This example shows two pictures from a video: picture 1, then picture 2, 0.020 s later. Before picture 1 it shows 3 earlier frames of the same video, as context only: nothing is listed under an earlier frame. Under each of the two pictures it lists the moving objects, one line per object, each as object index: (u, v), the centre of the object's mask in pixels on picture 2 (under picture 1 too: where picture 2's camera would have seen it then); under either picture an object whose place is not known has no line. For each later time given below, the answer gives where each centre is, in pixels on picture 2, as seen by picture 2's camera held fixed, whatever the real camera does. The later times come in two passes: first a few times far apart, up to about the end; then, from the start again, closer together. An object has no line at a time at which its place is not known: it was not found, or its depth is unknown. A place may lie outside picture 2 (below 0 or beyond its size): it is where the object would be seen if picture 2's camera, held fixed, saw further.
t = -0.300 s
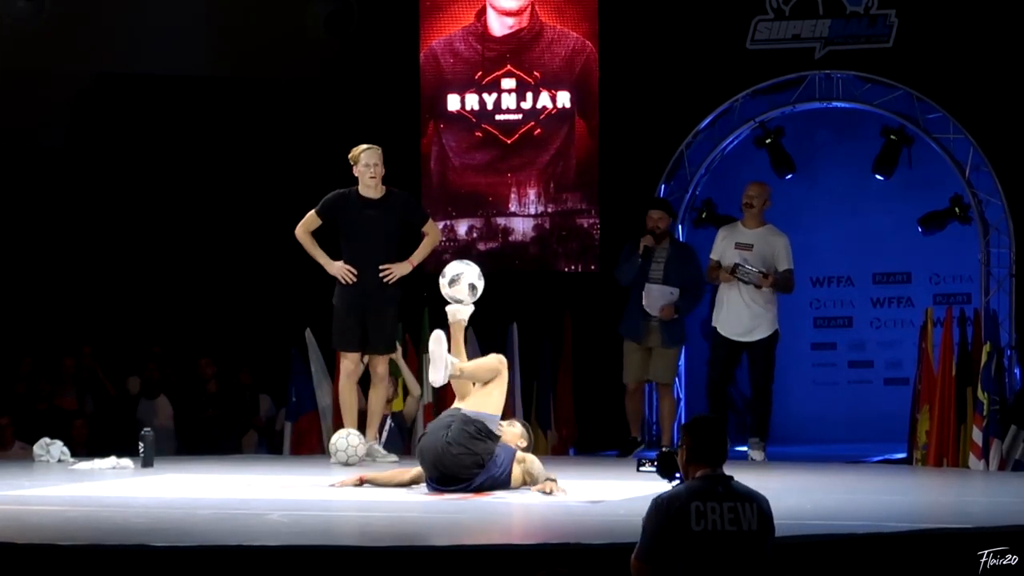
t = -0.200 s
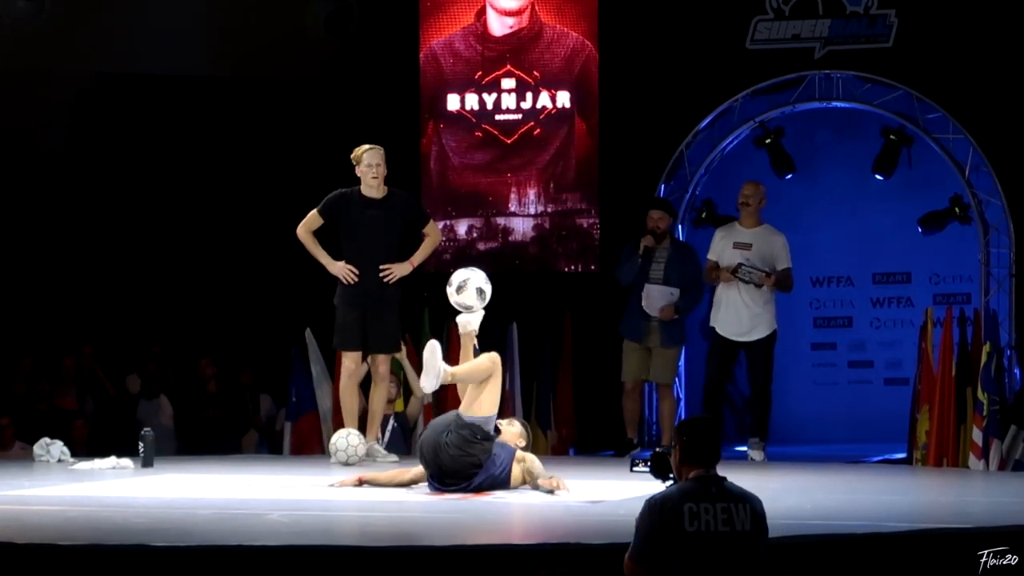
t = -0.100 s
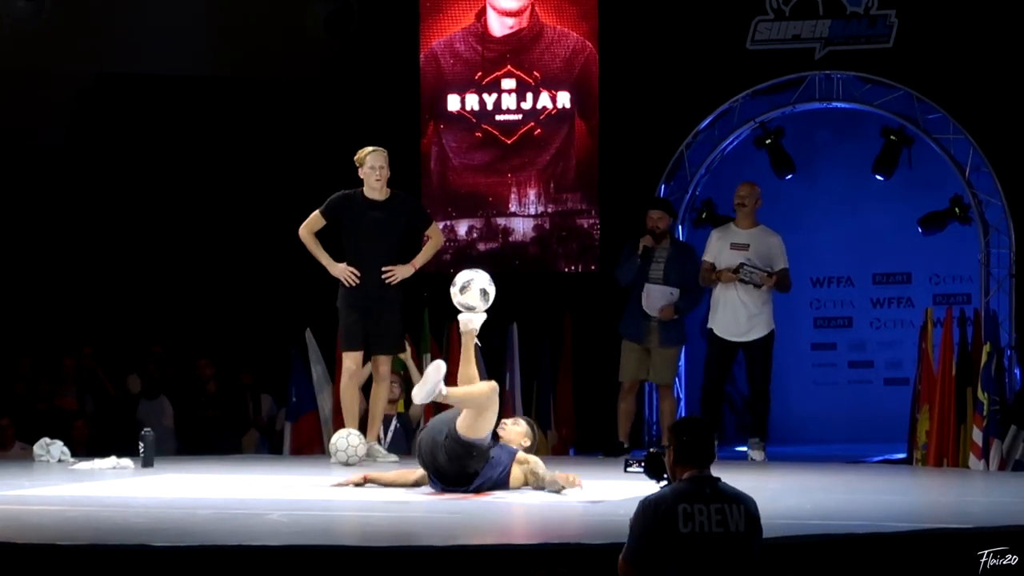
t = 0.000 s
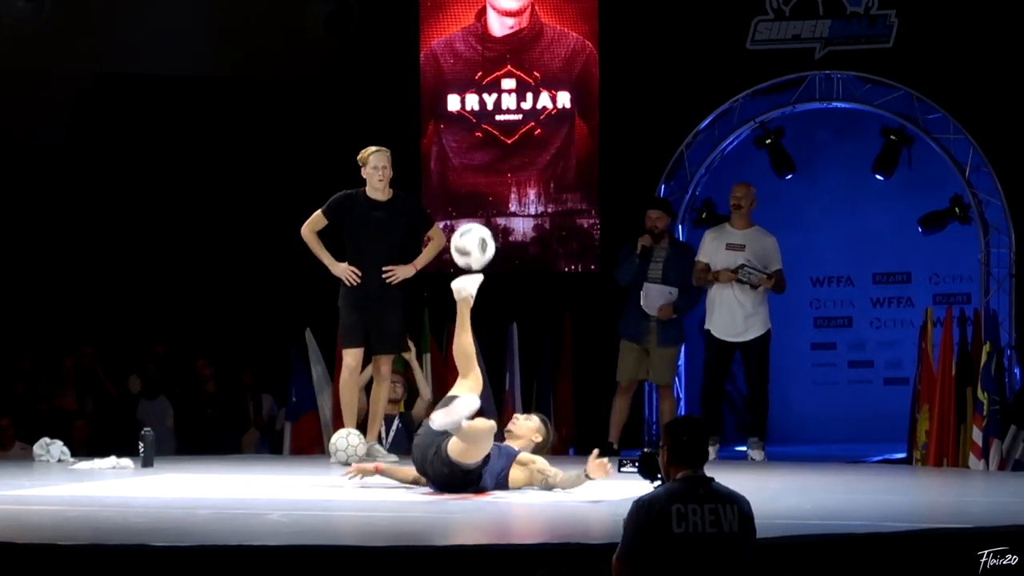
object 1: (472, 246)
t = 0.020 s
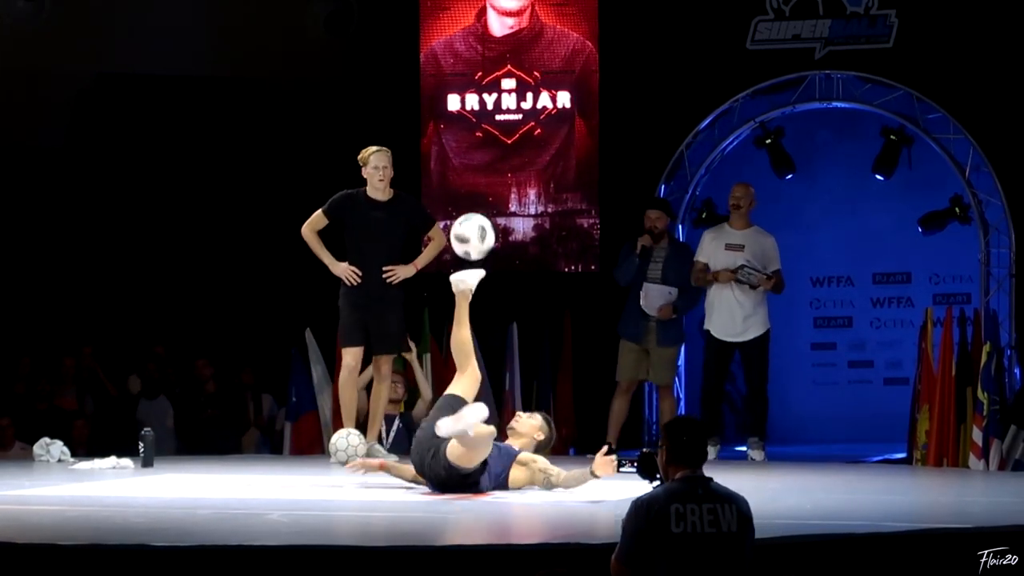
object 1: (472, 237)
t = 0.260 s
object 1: (469, 177)
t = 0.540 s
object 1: (464, 255)
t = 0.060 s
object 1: (472, 219)
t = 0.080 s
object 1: (471, 211)
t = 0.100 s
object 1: (471, 204)
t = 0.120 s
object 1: (470, 198)
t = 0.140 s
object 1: (470, 192)
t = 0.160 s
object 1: (470, 188)
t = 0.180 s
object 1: (470, 184)
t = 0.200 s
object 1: (469, 181)
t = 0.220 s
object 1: (469, 179)
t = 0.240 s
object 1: (469, 178)
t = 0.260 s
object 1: (469, 177)
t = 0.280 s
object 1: (468, 177)
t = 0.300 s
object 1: (468, 178)
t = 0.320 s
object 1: (468, 180)
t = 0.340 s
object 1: (467, 182)
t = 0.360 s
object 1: (467, 186)
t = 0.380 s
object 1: (467, 190)
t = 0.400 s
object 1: (466, 195)
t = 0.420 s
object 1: (466, 201)
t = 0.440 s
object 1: (466, 208)
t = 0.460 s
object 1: (465, 216)
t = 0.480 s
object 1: (465, 224)
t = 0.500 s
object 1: (465, 233)
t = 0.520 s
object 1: (464, 244)
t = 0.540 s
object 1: (464, 255)
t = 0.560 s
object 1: (463, 267)
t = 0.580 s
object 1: (463, 279)
